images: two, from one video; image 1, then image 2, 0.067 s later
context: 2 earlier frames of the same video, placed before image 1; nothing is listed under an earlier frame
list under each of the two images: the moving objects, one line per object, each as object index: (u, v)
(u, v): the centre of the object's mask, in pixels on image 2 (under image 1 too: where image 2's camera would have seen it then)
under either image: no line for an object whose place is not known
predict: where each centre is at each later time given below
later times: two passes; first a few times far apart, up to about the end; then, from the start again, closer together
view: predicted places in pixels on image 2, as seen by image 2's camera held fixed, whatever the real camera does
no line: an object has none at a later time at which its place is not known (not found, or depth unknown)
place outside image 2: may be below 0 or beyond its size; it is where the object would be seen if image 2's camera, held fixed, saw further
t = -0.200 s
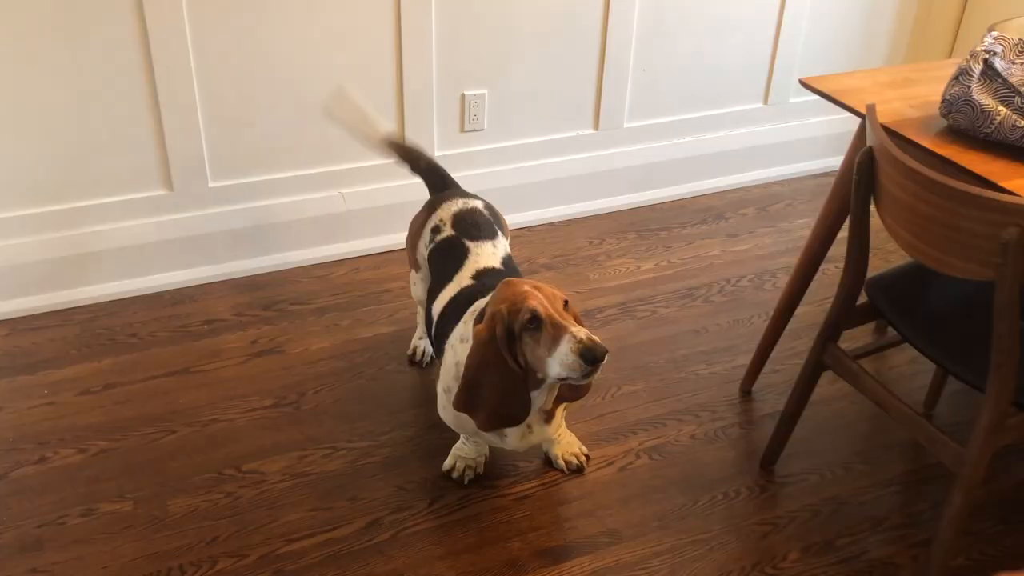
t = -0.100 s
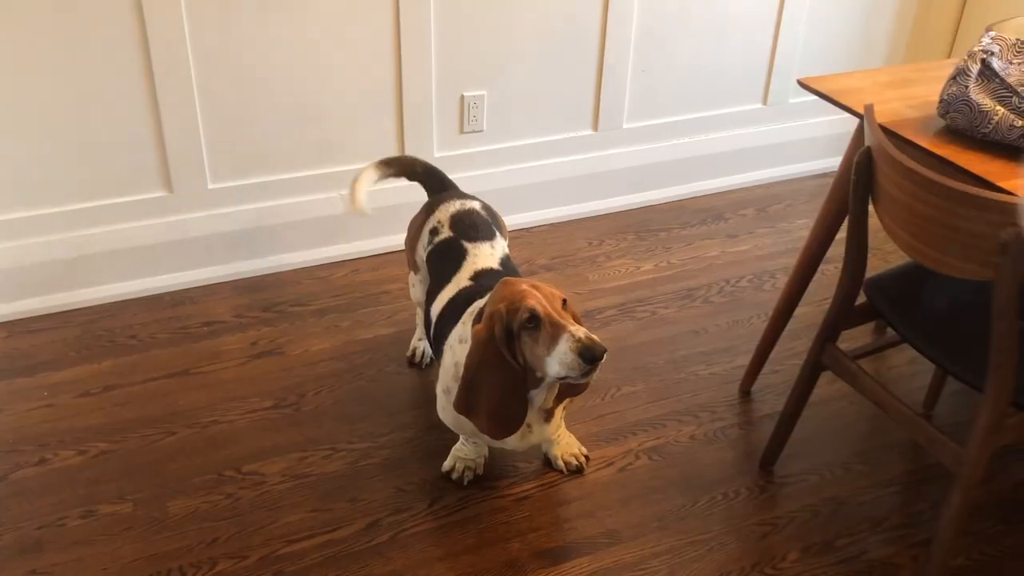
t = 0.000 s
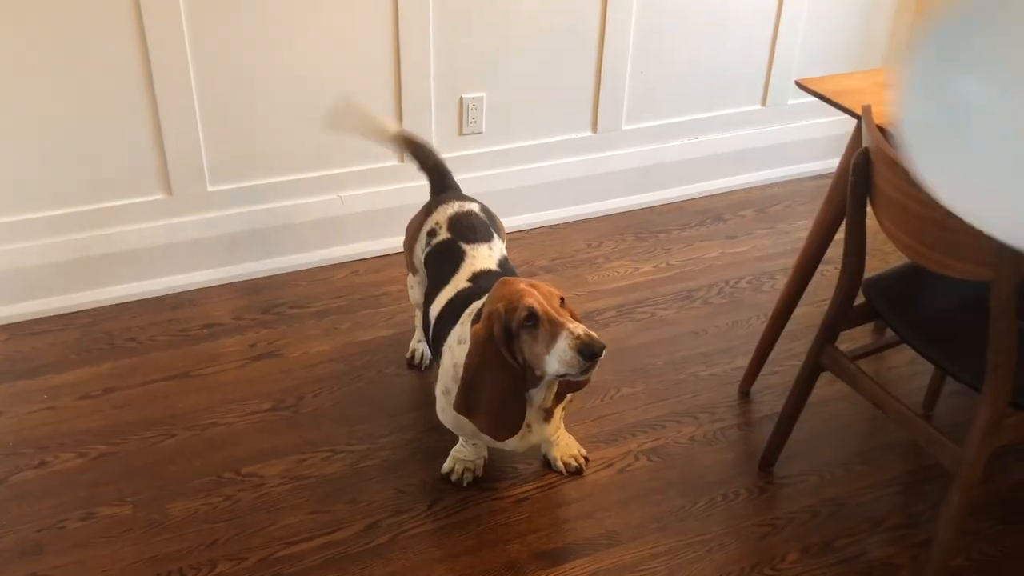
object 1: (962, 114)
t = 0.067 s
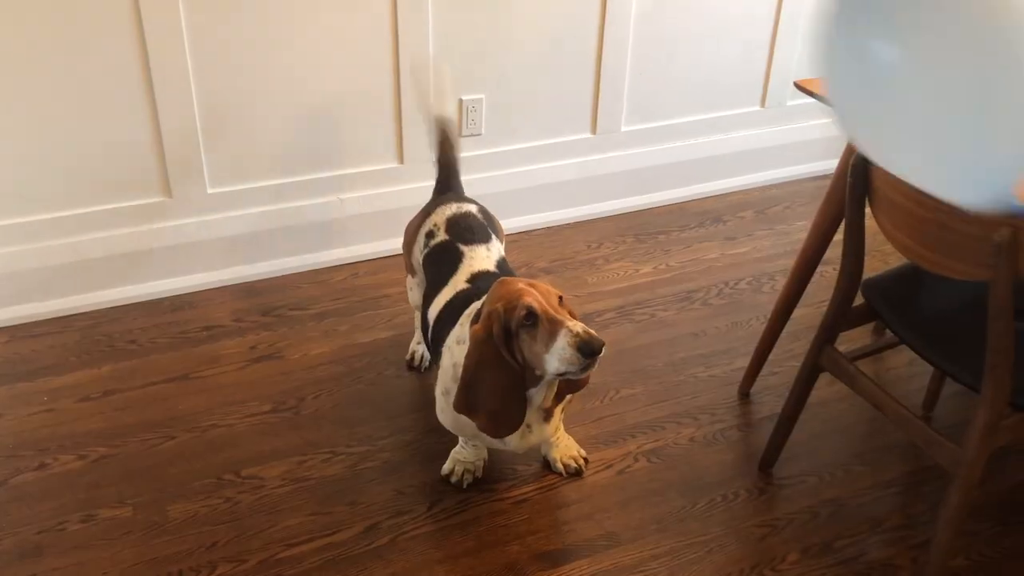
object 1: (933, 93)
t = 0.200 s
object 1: (807, 48)
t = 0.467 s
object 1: (627, 28)
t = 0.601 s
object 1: (580, 36)
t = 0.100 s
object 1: (907, 78)
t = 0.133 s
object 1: (873, 68)
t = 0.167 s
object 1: (839, 57)
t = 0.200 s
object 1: (807, 48)
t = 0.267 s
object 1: (746, 36)
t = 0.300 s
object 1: (722, 33)
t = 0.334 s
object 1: (700, 30)
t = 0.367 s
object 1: (678, 29)
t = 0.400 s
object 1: (662, 27)
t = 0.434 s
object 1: (644, 27)
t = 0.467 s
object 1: (627, 28)
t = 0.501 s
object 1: (615, 28)
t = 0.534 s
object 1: (602, 30)
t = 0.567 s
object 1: (590, 33)
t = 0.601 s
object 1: (580, 36)
